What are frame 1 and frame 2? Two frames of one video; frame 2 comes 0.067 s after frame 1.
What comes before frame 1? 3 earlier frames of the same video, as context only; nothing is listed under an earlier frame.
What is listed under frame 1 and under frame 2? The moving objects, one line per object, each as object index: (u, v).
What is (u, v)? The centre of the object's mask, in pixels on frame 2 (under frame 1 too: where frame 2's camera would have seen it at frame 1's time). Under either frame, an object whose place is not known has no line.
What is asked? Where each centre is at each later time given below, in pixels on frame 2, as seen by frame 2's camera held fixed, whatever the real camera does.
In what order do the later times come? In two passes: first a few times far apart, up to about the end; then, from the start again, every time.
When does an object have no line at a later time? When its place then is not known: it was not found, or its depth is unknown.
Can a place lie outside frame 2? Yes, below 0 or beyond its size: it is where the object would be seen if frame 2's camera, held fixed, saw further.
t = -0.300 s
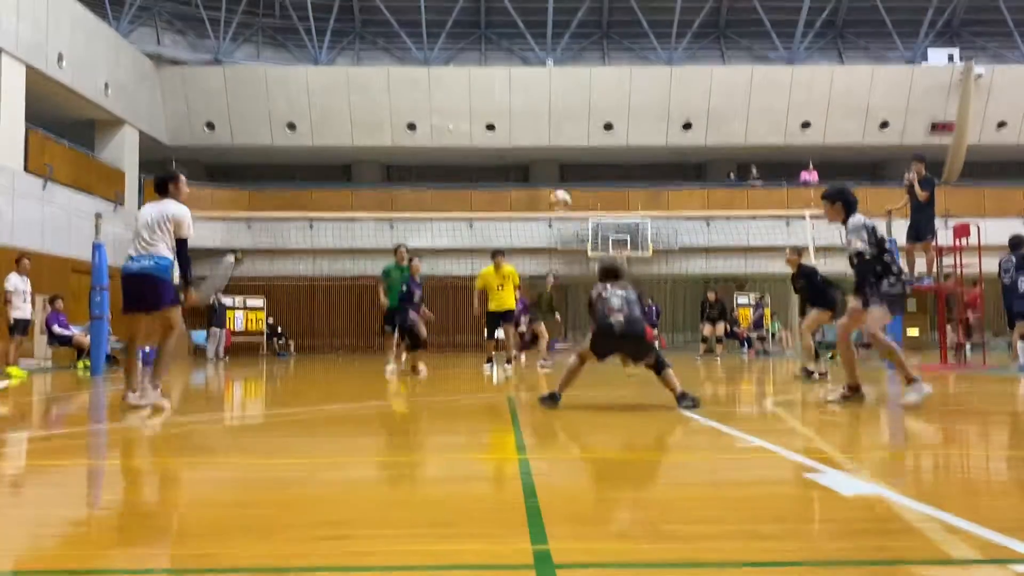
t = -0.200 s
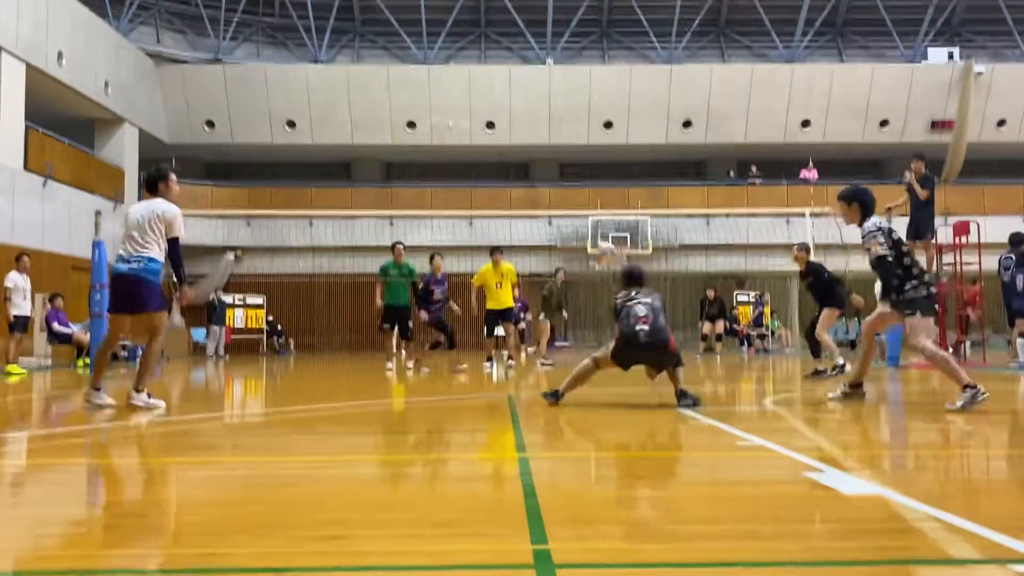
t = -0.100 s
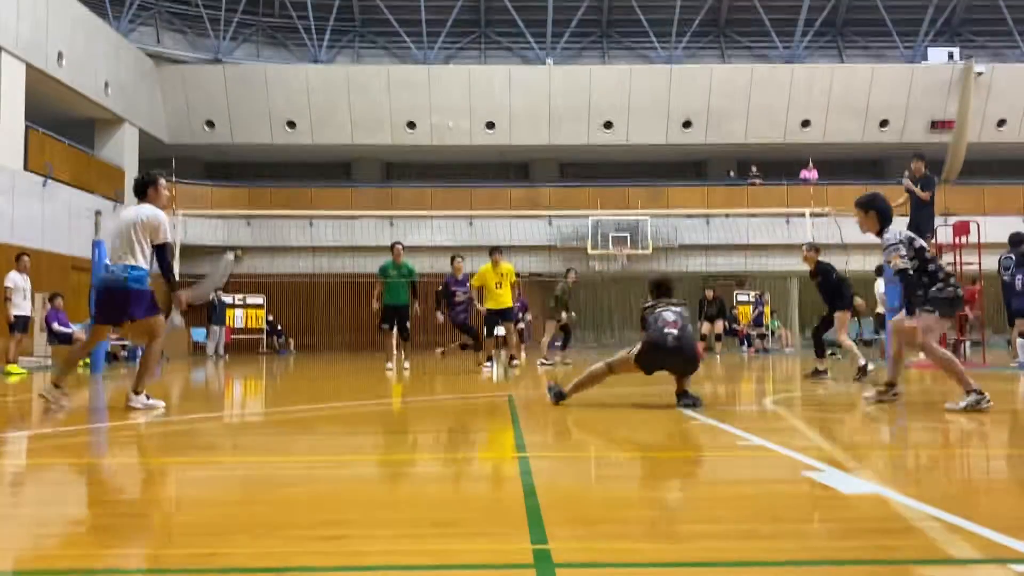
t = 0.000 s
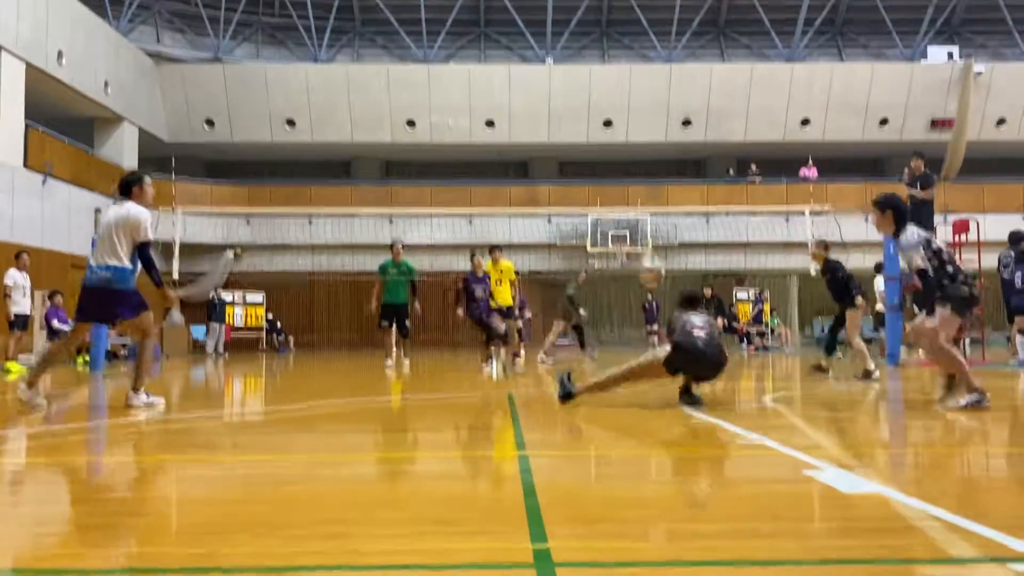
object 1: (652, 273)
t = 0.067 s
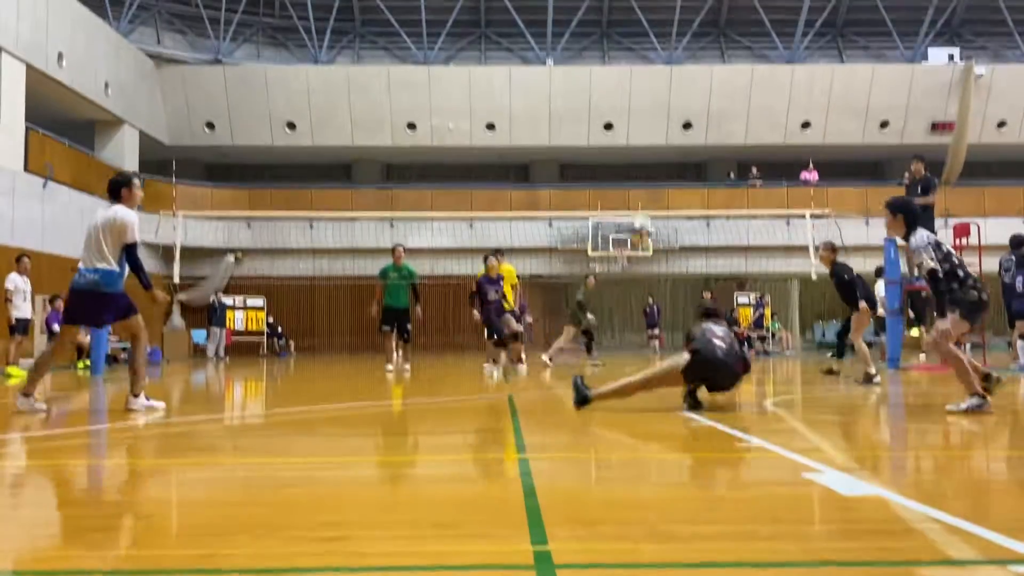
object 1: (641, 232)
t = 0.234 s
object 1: (613, 153)
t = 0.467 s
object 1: (580, 104)
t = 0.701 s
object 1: (551, 115)
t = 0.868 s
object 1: (534, 151)
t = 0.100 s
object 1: (634, 210)
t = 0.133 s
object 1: (628, 193)
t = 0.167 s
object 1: (623, 178)
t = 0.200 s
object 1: (617, 165)
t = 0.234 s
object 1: (613, 153)
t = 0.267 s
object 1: (607, 141)
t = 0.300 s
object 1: (602, 131)
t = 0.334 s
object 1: (600, 124)
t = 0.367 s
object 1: (592, 116)
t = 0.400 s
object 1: (588, 112)
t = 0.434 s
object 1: (584, 107)
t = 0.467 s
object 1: (580, 104)
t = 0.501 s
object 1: (576, 103)
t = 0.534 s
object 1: (571, 101)
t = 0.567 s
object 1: (566, 102)
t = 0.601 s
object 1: (563, 102)
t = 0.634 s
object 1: (559, 106)
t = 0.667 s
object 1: (555, 110)
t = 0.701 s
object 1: (551, 115)
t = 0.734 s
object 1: (548, 119)
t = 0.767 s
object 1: (544, 127)
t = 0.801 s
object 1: (540, 134)
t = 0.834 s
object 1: (537, 143)
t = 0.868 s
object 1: (534, 151)
